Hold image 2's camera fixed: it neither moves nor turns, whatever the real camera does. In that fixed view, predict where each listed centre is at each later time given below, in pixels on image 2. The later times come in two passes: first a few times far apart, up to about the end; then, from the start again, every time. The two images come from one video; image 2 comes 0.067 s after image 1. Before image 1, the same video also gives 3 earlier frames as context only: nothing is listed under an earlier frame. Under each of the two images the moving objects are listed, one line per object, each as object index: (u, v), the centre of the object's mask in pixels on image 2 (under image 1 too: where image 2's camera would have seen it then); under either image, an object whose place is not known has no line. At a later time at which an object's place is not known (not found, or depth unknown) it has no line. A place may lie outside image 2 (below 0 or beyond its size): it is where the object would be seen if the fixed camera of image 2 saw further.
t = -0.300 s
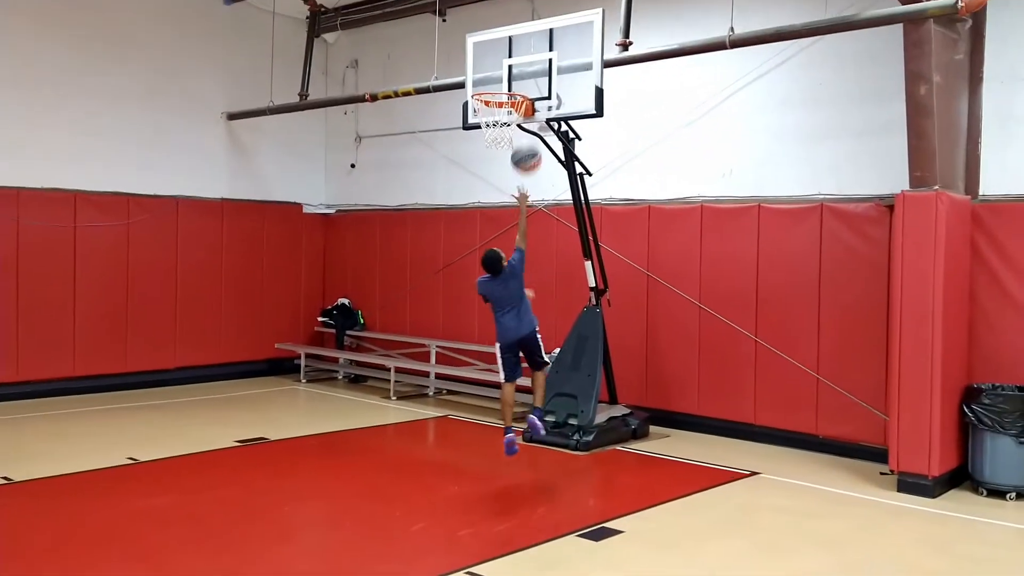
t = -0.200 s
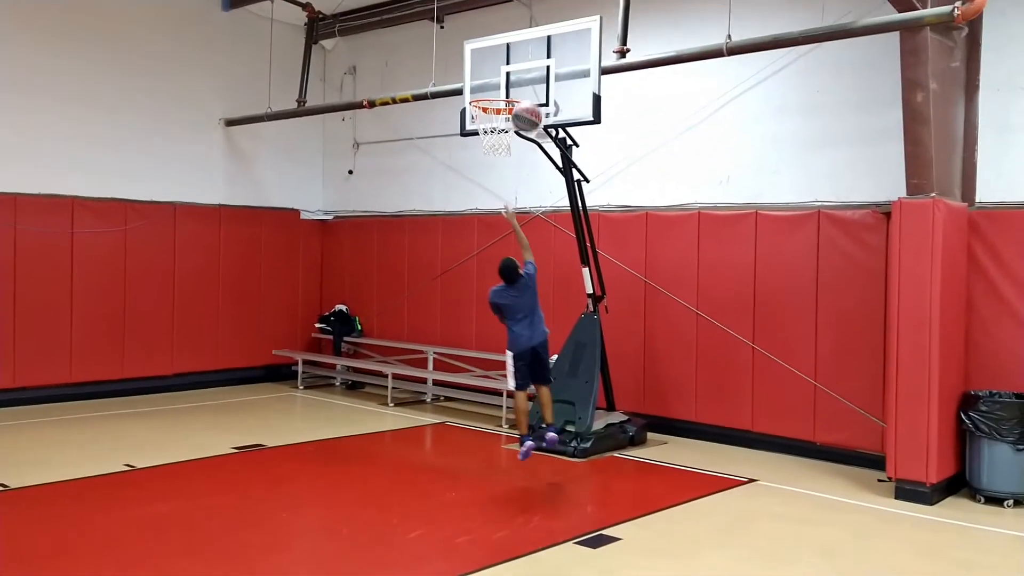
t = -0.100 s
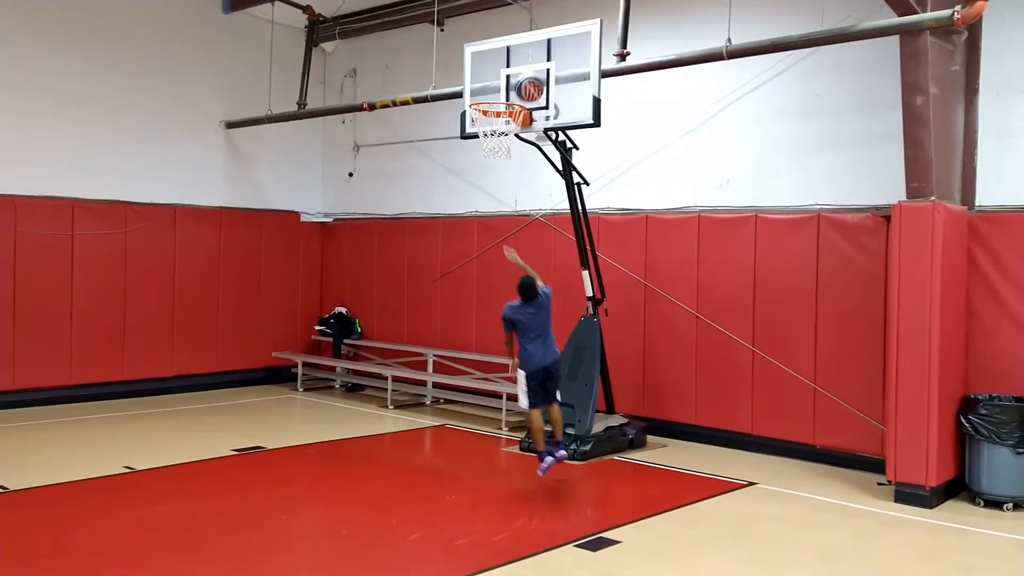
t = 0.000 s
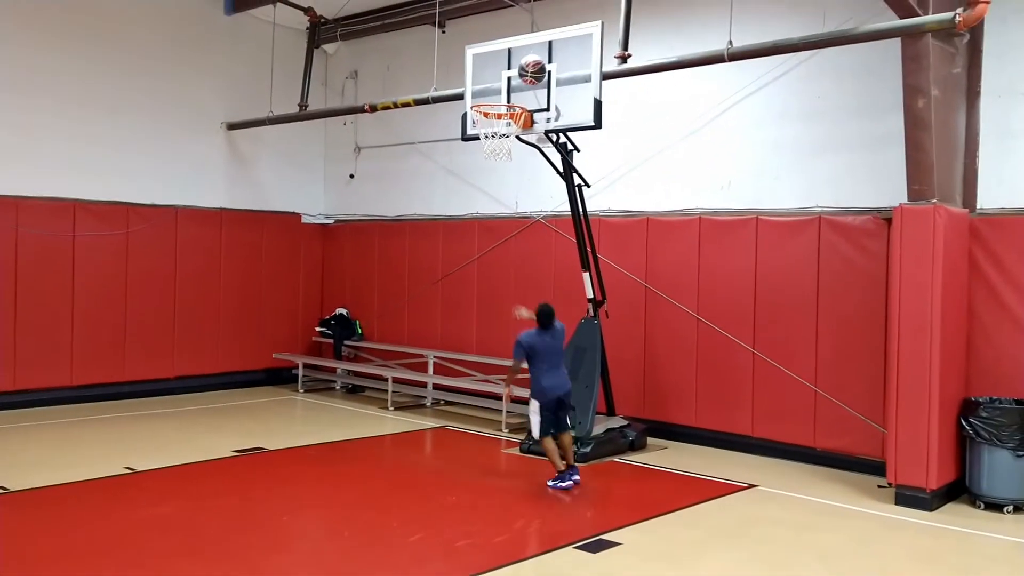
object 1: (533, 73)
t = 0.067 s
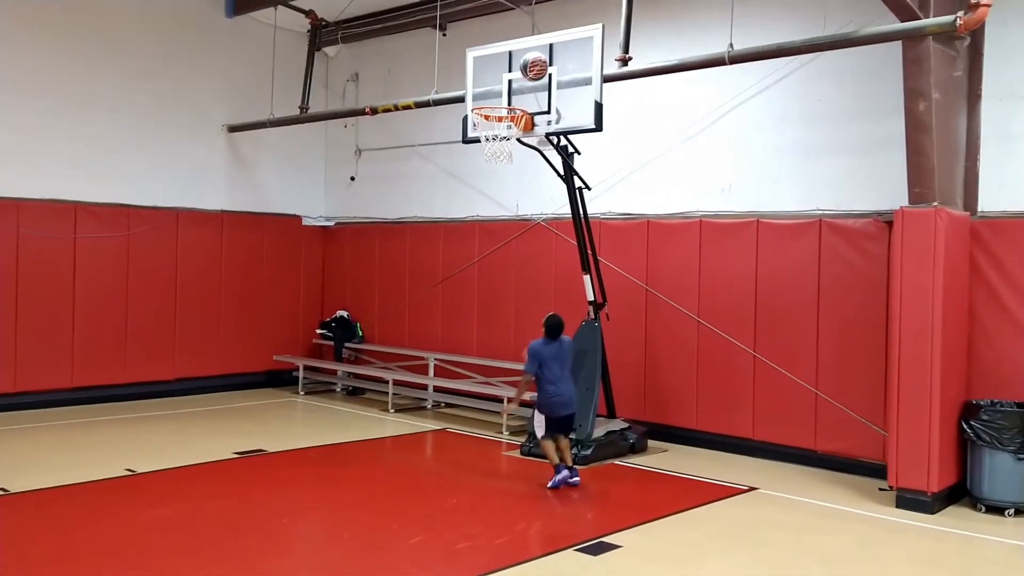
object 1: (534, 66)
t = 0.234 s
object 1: (524, 70)
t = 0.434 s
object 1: (490, 111)
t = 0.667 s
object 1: (502, 188)
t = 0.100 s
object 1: (535, 66)
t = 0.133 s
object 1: (535, 66)
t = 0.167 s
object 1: (535, 67)
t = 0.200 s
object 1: (530, 68)
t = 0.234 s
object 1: (524, 70)
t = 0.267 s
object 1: (519, 74)
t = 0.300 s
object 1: (513, 78)
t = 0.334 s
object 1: (507, 85)
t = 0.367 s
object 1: (502, 92)
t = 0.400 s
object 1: (496, 99)
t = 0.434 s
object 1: (490, 111)
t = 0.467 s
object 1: (490, 121)
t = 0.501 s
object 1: (492, 130)
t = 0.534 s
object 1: (493, 141)
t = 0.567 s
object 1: (496, 152)
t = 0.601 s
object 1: (499, 164)
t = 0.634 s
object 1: (500, 174)
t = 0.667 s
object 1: (502, 188)
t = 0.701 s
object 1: (504, 203)
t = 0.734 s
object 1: (506, 218)
